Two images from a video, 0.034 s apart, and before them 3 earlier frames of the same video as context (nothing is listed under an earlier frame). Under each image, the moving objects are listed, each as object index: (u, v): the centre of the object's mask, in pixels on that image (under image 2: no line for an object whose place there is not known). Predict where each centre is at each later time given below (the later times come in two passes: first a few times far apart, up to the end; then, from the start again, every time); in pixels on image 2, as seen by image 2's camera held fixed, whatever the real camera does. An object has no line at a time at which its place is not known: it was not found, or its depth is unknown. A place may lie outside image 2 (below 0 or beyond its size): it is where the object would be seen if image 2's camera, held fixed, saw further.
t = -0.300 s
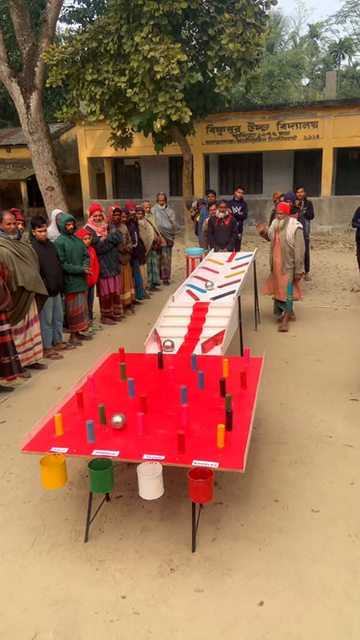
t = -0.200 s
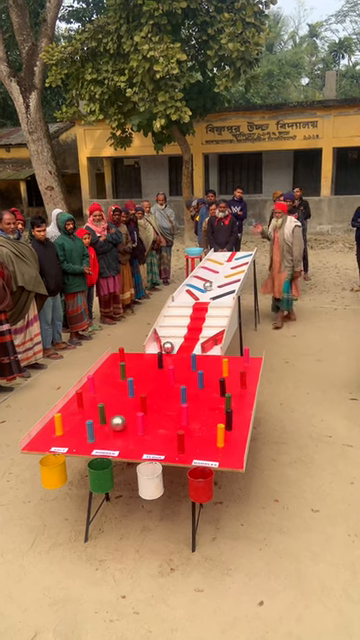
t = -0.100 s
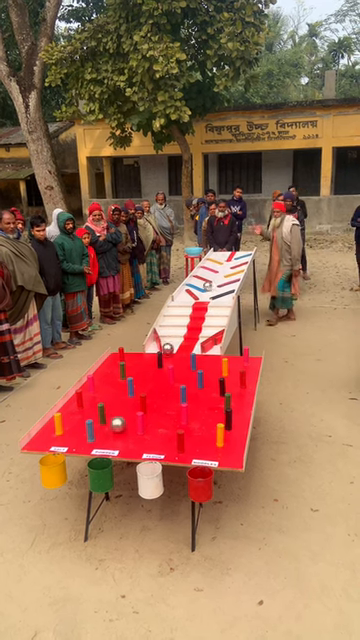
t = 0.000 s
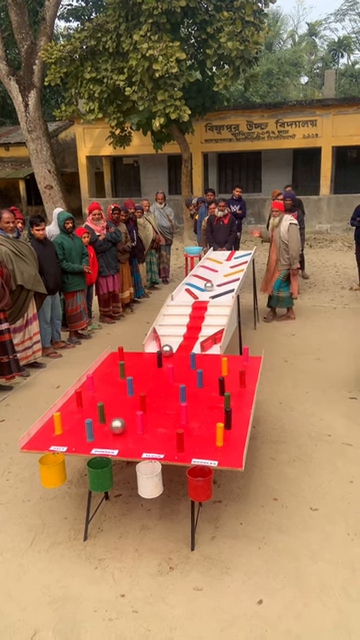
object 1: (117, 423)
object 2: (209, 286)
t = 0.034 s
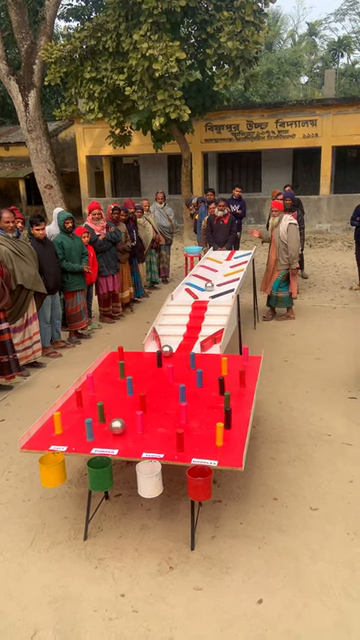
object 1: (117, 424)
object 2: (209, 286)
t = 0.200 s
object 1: (117, 430)
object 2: (212, 288)
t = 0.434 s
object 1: (117, 438)
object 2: (216, 290)
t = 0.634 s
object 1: (117, 445)
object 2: (213, 290)
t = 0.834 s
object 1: (120, 457)
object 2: (210, 291)
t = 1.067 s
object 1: (130, 532)
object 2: (205, 293)
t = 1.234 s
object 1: (140, 575)
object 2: (202, 295)
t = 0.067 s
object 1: (118, 427)
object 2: (209, 287)
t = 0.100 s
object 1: (118, 428)
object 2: (210, 287)
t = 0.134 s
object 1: (117, 429)
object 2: (211, 287)
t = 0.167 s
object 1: (117, 429)
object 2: (211, 288)
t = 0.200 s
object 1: (117, 430)
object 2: (212, 288)
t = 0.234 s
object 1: (117, 431)
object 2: (212, 288)
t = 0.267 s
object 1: (117, 432)
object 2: (213, 288)
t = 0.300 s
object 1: (117, 433)
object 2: (213, 289)
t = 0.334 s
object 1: (118, 435)
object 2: (214, 289)
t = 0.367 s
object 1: (117, 435)
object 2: (215, 289)
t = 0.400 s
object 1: (118, 437)
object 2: (215, 289)
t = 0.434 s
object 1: (117, 438)
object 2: (216, 290)
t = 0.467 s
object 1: (117, 439)
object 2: (216, 289)
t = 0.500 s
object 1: (117, 440)
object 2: (215, 290)
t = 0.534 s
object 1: (117, 441)
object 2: (214, 290)
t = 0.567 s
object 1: (117, 442)
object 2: (214, 290)
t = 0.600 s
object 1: (117, 444)
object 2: (213, 290)
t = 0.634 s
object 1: (117, 445)
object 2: (213, 290)
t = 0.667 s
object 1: (117, 446)
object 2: (212, 291)
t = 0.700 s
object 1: (118, 447)
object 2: (212, 290)
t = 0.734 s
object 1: (118, 449)
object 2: (211, 291)
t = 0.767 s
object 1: (119, 450)
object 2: (211, 291)
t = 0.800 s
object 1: (119, 453)
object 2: (210, 291)
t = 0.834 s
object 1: (120, 457)
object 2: (210, 291)
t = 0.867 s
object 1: (120, 462)
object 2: (209, 291)
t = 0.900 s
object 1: (122, 469)
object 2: (208, 292)
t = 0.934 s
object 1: (123, 478)
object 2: (208, 292)
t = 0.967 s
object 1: (125, 489)
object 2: (207, 292)
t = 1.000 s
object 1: (126, 502)
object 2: (206, 292)
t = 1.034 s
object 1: (127, 516)
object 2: (206, 292)
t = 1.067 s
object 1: (130, 532)
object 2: (205, 293)
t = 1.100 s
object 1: (132, 551)
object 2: (204, 293)
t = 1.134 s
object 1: (135, 571)
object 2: (203, 294)
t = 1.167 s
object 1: (136, 571)
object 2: (203, 294)
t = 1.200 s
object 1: (138, 572)
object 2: (202, 295)
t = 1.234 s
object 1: (140, 575)
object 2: (202, 295)
